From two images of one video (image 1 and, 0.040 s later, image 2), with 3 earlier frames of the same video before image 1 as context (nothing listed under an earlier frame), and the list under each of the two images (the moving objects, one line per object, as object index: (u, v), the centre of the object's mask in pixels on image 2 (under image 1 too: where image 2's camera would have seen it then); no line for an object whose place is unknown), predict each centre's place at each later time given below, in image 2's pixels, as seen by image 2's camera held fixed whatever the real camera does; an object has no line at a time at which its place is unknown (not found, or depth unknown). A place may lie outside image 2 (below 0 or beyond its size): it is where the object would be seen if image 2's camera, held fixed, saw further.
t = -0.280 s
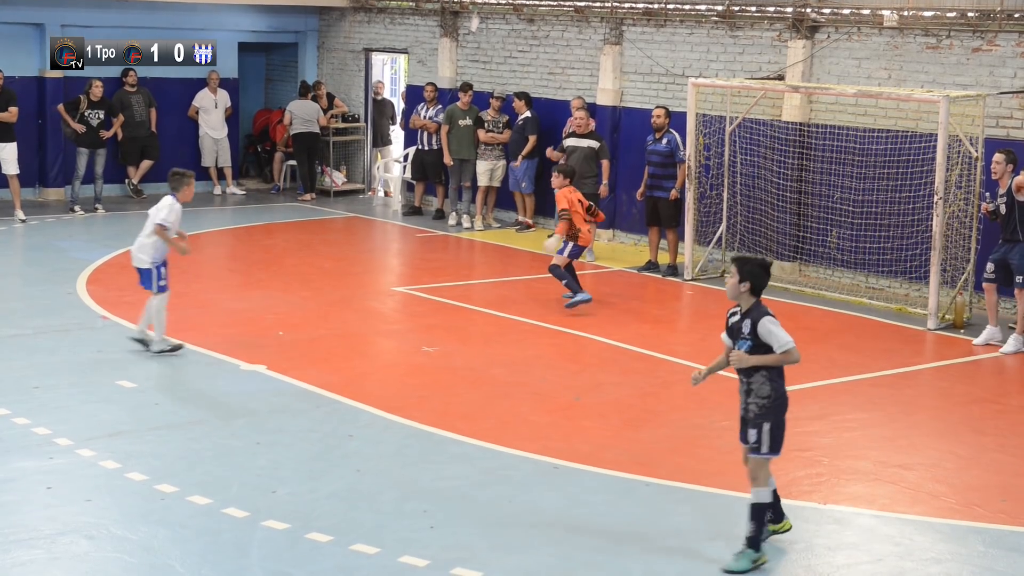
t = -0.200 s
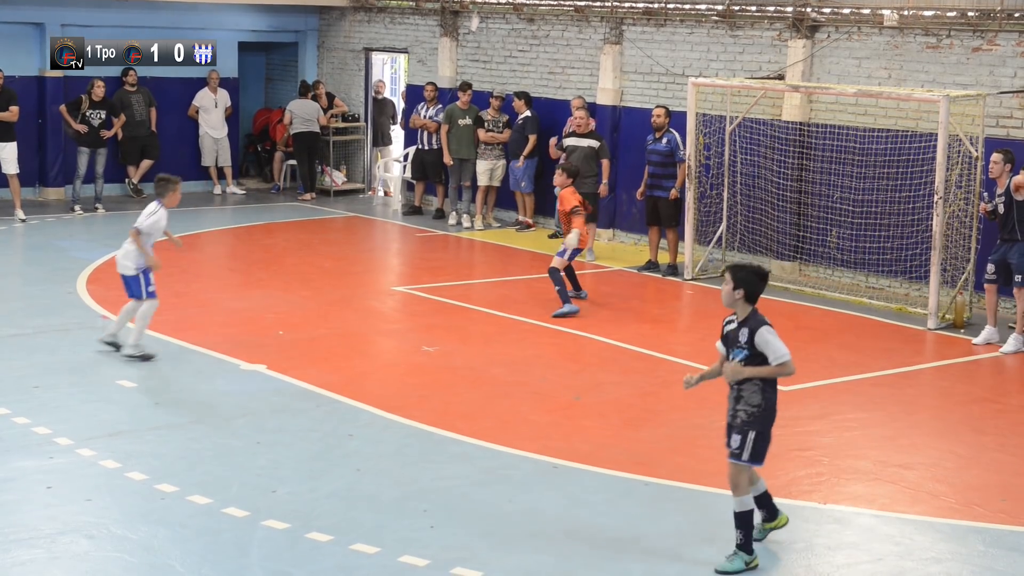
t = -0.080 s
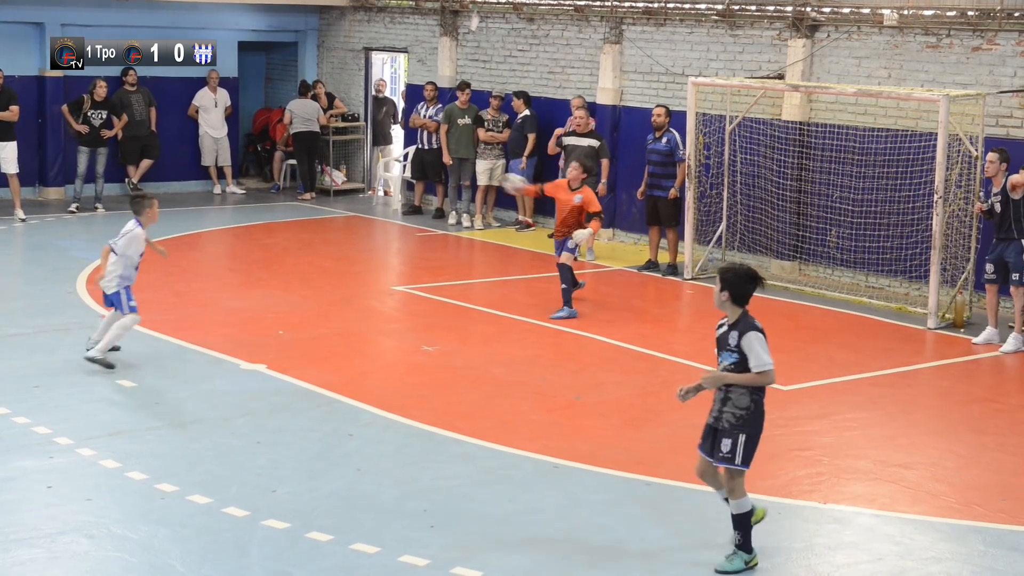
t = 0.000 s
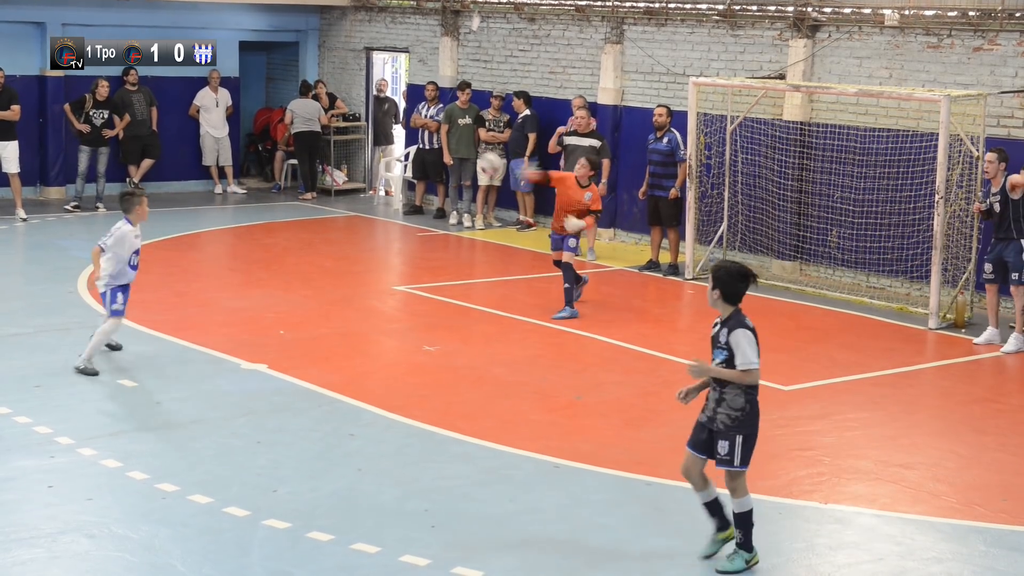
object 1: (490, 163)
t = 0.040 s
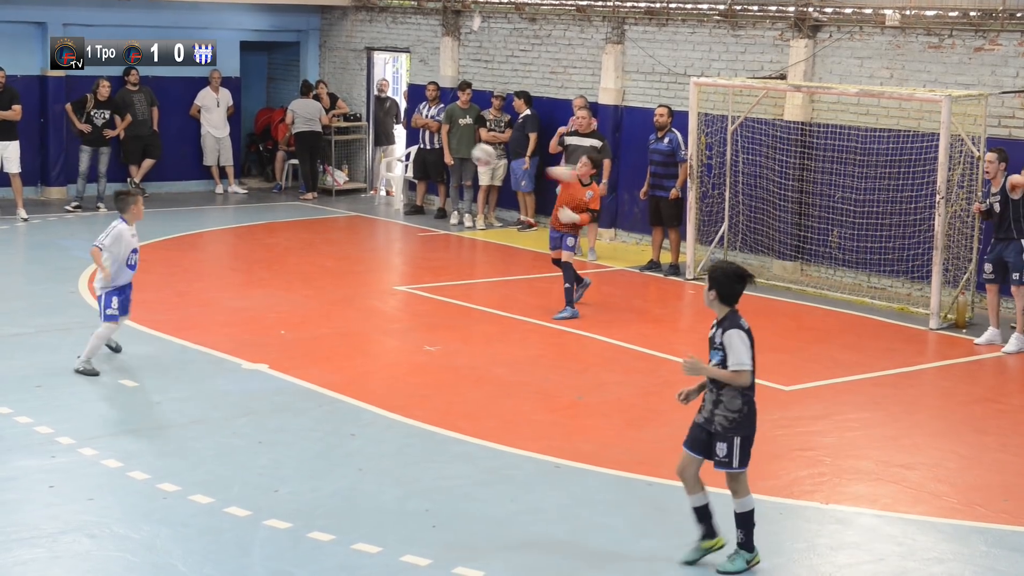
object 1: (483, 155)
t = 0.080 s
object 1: (475, 148)
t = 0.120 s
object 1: (466, 141)
